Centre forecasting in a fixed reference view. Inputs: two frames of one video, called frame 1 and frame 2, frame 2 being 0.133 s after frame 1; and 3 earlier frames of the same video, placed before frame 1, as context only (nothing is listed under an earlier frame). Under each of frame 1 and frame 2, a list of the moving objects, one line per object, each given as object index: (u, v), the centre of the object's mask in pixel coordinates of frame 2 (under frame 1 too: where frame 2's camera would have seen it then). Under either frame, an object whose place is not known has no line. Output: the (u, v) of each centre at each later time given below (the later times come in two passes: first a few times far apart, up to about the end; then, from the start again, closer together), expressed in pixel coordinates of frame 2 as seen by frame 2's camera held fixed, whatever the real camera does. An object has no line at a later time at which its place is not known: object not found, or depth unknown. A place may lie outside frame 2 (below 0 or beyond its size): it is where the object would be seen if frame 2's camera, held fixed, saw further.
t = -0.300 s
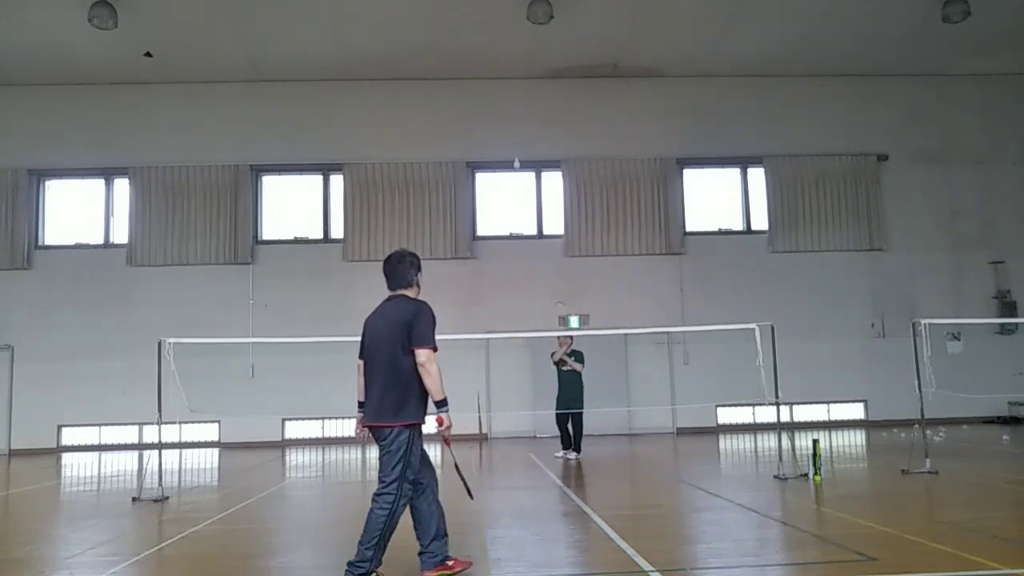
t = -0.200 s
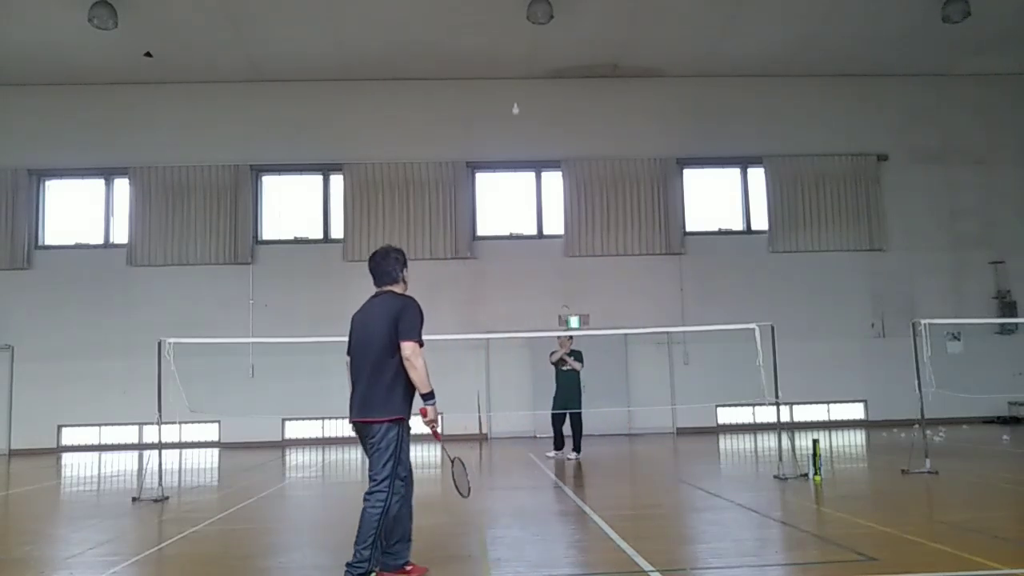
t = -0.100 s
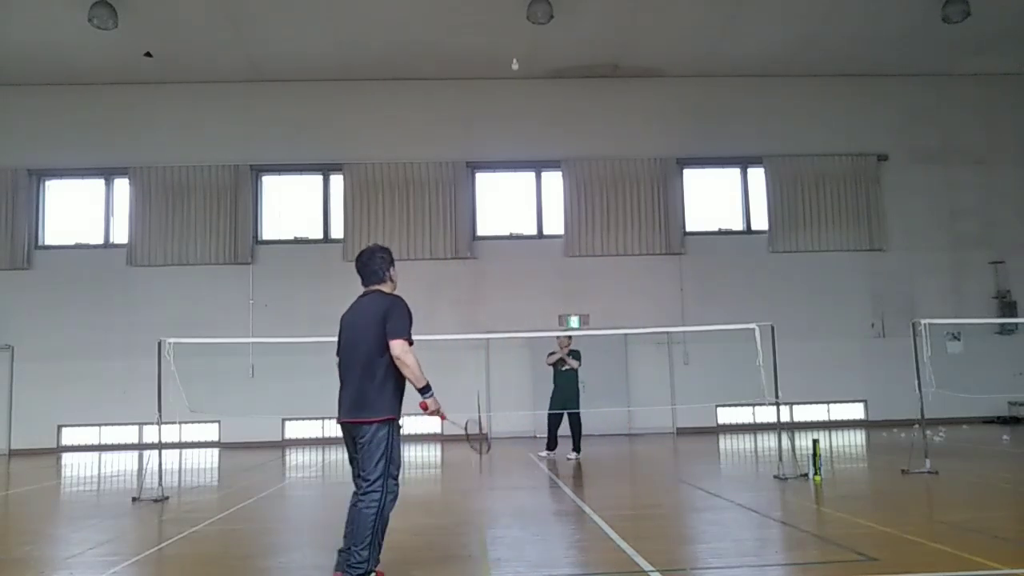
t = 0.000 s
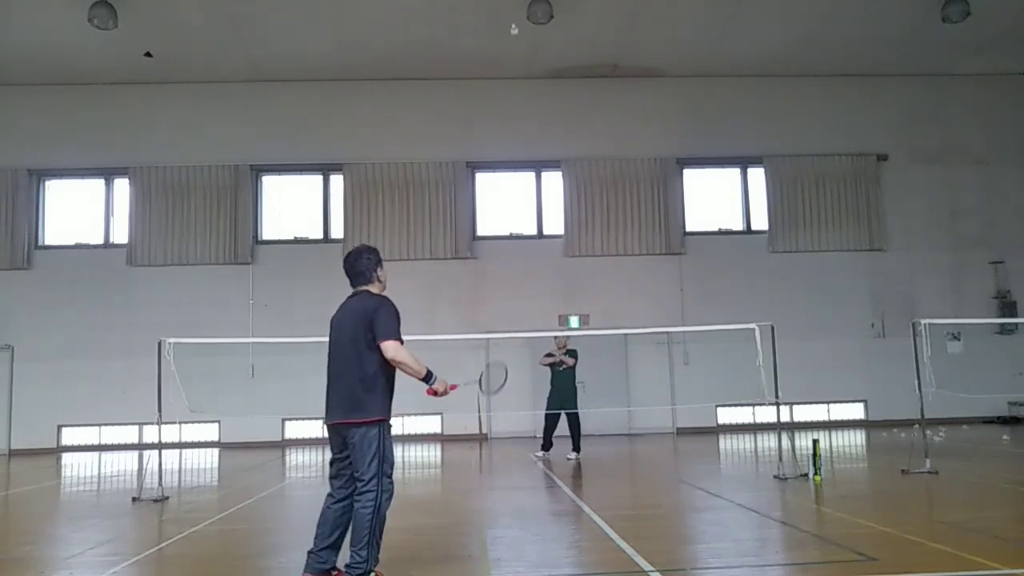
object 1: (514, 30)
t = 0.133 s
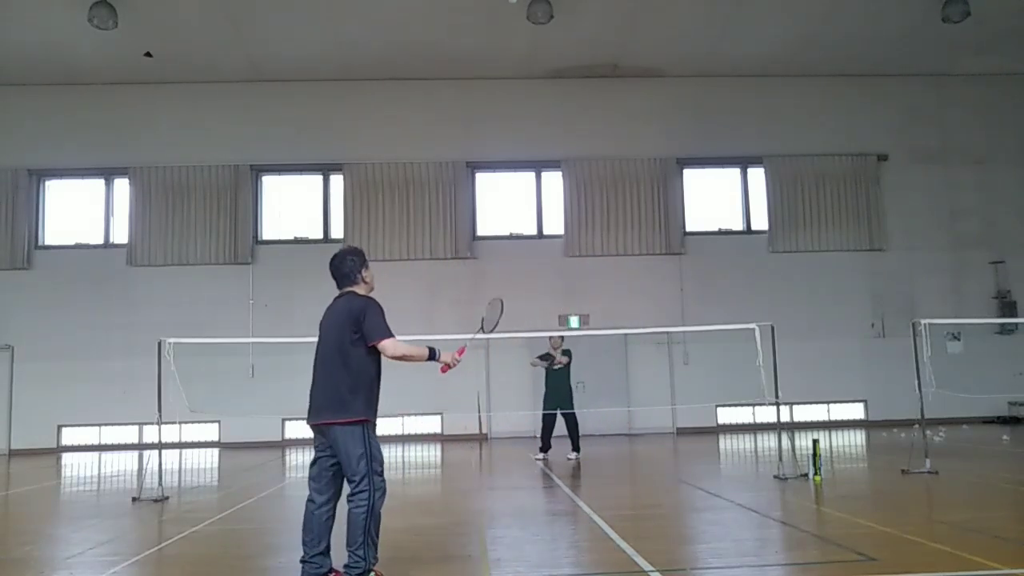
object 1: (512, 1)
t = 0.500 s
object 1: (502, 19)
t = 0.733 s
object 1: (495, 141)
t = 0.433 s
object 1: (505, 4)
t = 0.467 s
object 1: (503, 9)
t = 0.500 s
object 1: (502, 19)
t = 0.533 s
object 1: (501, 31)
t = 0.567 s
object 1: (500, 45)
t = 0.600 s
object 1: (499, 60)
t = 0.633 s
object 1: (498, 78)
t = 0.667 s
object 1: (497, 97)
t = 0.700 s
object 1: (496, 117)
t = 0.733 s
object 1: (495, 141)
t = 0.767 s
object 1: (494, 164)
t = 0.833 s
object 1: (492, 222)
